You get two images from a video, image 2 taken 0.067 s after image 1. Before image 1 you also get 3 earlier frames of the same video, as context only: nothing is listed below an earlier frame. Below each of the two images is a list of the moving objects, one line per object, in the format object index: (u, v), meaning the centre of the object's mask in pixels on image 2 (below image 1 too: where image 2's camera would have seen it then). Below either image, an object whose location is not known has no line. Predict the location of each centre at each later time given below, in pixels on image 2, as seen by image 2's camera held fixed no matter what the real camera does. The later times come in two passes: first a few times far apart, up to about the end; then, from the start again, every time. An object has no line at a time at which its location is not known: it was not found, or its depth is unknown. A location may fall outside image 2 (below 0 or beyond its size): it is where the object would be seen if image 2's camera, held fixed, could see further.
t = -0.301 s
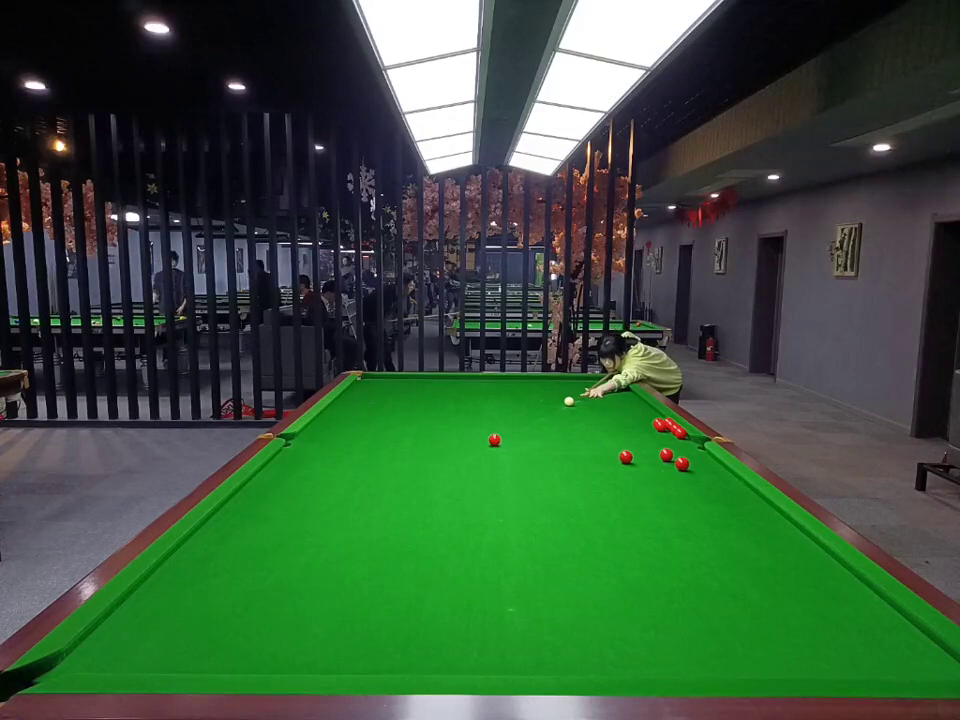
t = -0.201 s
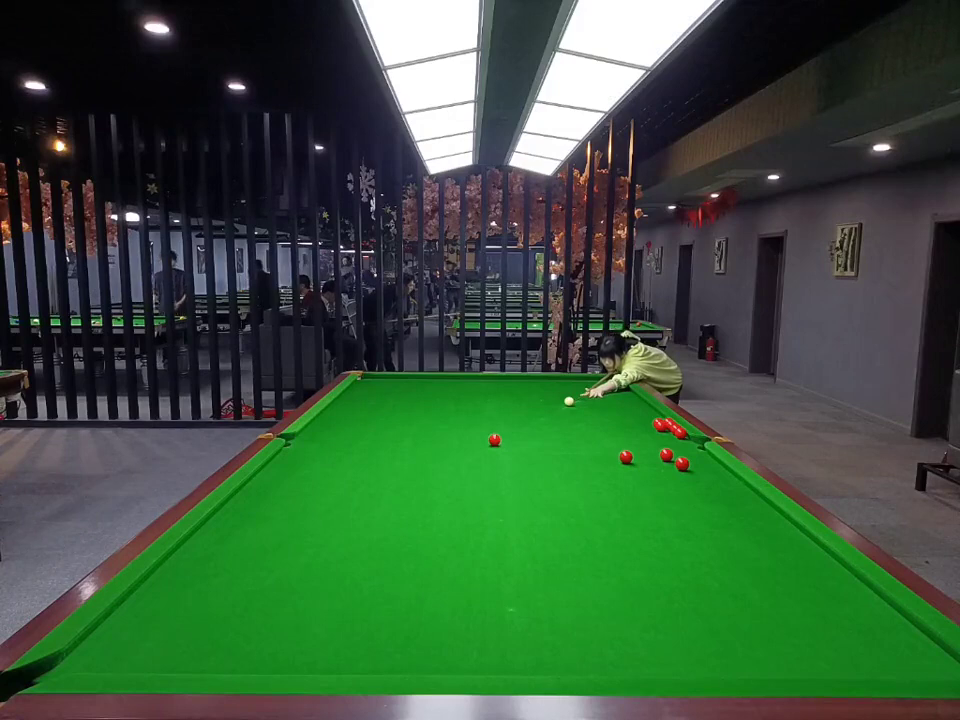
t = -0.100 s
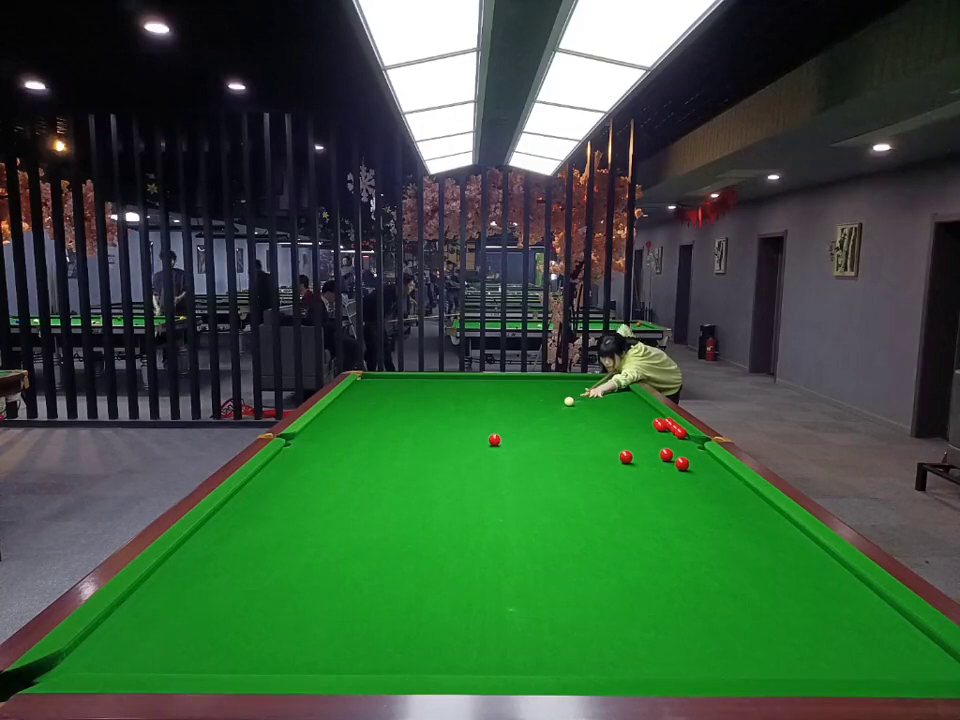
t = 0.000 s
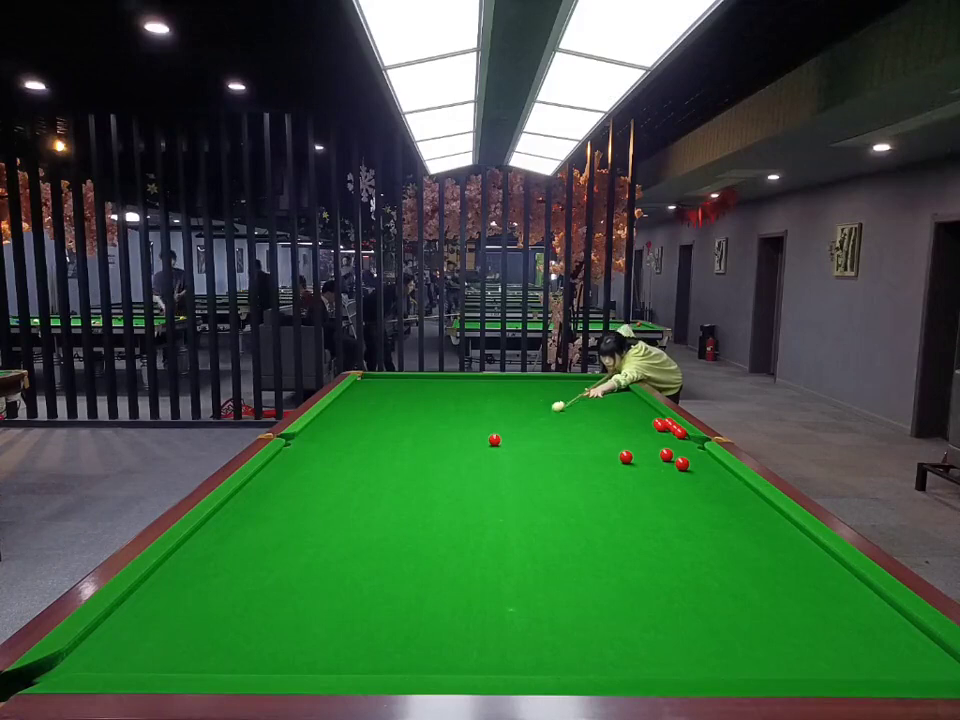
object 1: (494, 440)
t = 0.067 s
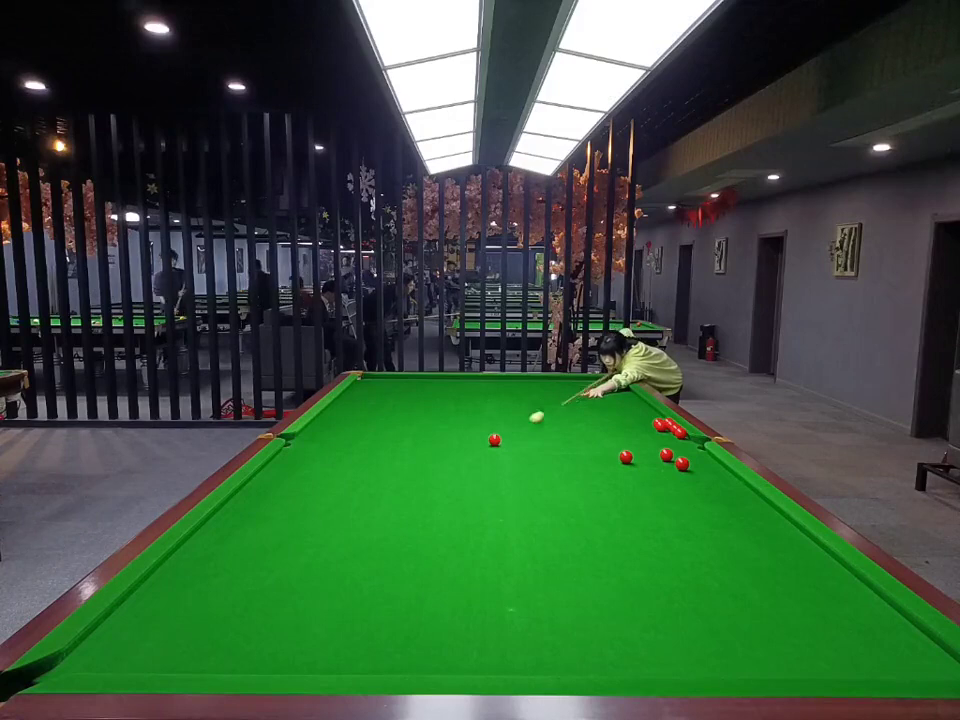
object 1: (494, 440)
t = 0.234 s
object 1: (468, 455)
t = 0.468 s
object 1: (326, 533)
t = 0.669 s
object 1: (98, 658)
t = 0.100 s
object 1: (494, 440)
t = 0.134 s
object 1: (494, 440)
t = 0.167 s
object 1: (494, 441)
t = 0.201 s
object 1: (482, 446)
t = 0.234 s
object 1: (468, 455)
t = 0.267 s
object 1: (452, 463)
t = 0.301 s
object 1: (435, 473)
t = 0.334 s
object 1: (417, 483)
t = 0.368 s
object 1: (397, 494)
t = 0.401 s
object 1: (375, 506)
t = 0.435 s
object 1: (352, 519)
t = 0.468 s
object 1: (326, 533)
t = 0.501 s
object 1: (297, 550)
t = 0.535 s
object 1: (264, 568)
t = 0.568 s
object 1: (229, 587)
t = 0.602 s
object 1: (190, 609)
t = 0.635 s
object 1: (145, 634)
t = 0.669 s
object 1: (98, 658)
